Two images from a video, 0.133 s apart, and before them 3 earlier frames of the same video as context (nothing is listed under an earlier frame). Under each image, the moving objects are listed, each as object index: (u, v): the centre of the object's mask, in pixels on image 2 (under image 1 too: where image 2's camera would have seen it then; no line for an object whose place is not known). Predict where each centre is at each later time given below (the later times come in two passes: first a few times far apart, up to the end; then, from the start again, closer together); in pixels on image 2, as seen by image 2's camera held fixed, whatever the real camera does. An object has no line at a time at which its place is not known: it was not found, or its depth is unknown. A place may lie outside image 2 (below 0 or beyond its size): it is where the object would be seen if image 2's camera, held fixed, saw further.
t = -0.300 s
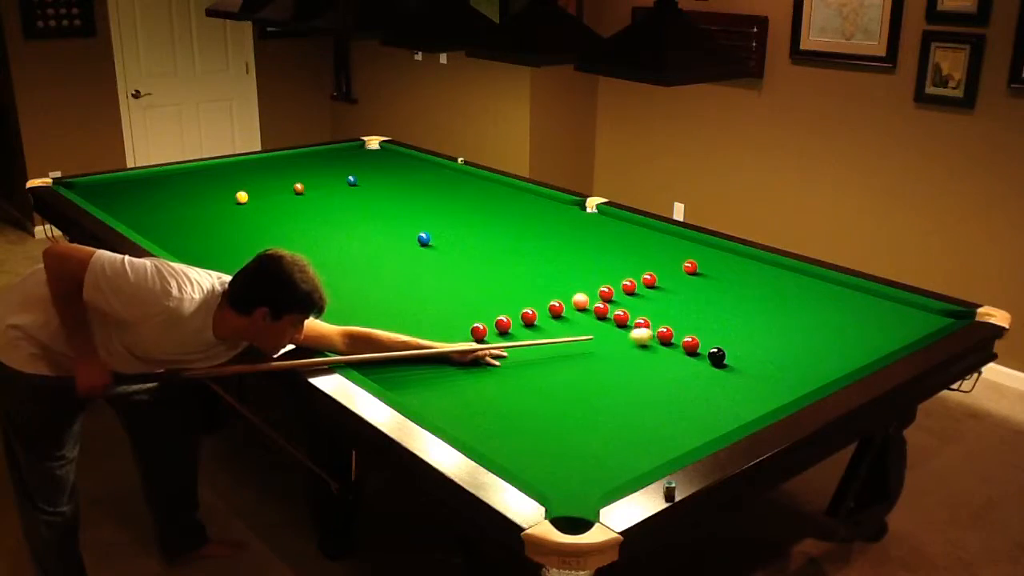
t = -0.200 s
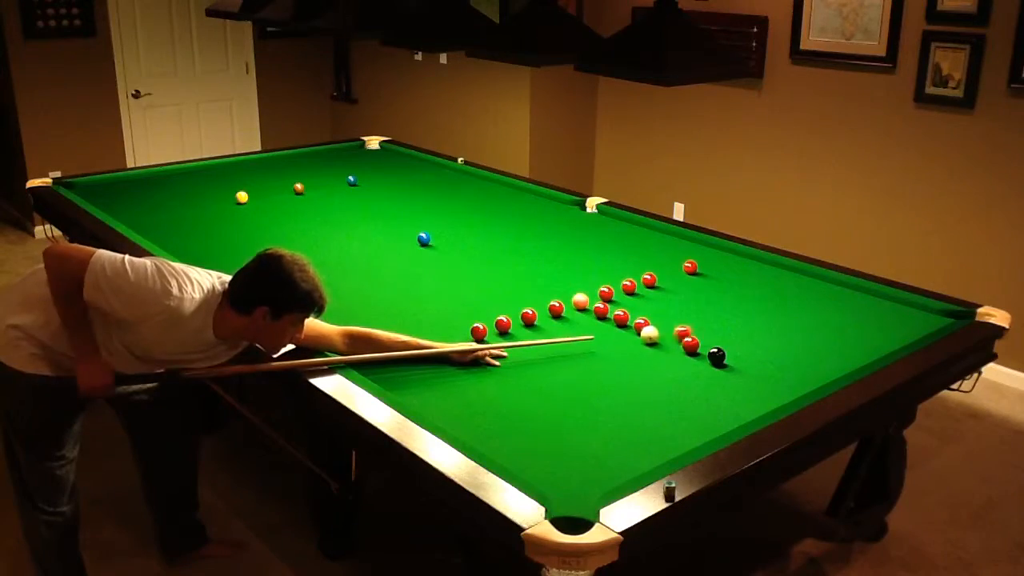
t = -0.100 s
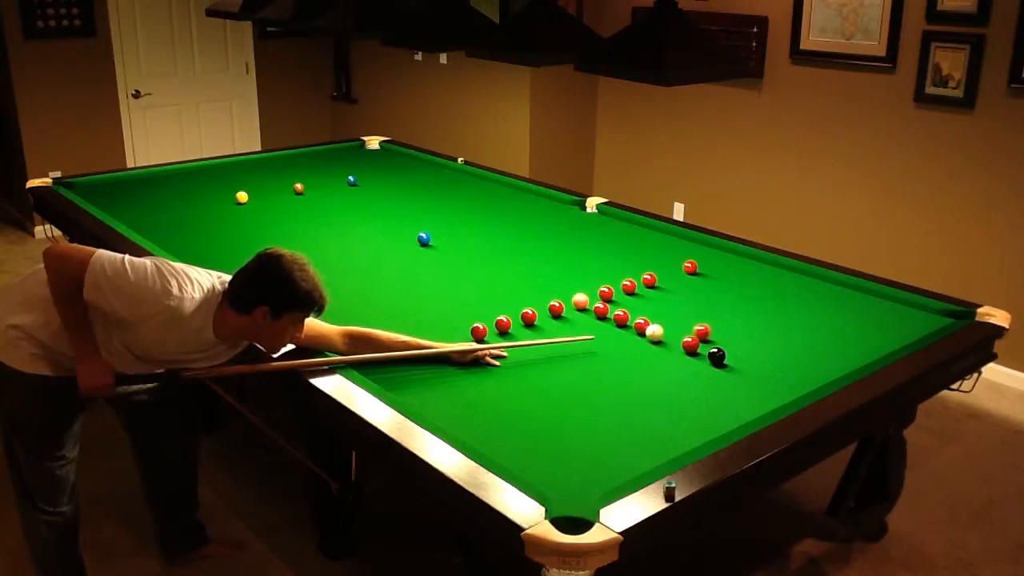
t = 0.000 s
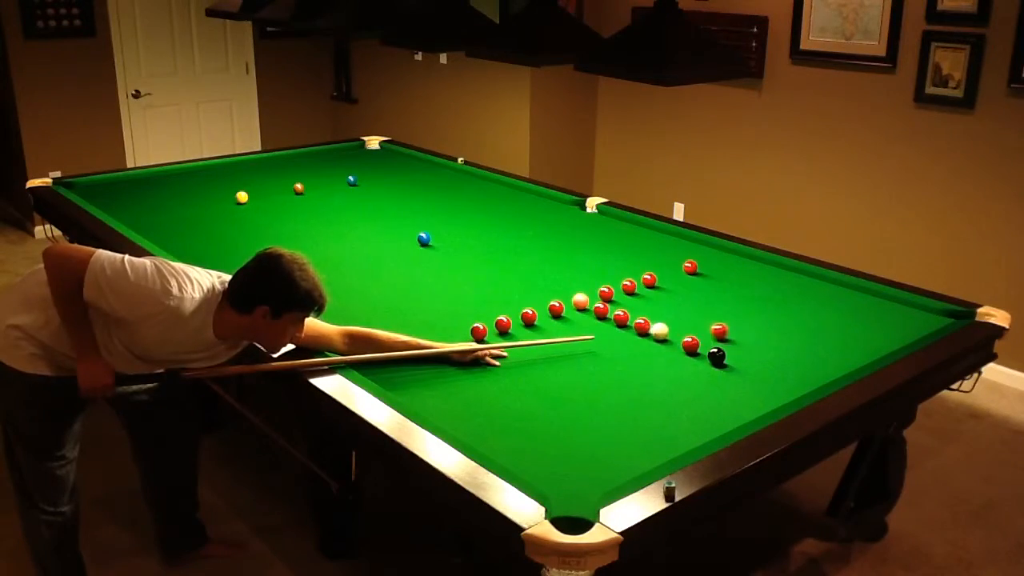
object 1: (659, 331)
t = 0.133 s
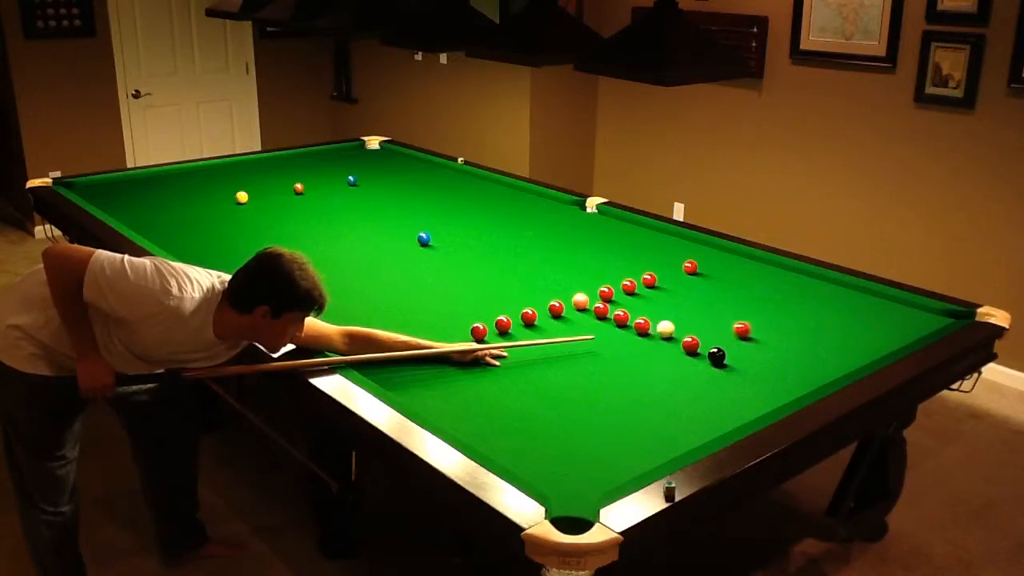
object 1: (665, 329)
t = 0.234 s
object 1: (670, 328)
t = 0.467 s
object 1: (679, 325)
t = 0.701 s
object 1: (687, 322)
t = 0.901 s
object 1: (692, 320)
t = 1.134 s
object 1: (698, 318)
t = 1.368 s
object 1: (702, 317)
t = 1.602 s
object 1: (705, 316)
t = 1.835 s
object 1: (708, 315)
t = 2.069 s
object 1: (709, 315)
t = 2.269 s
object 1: (709, 314)
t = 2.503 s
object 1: (709, 314)
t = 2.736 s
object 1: (709, 314)
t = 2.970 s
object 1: (709, 314)
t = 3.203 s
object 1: (709, 314)
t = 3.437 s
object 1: (708, 314)
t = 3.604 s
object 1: (709, 314)
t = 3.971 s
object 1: (706, 312)
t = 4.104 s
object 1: (709, 314)
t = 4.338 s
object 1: (709, 314)
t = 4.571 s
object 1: (709, 314)
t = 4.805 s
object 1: (709, 314)
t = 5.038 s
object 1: (709, 314)
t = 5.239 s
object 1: (709, 314)
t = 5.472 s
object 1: (709, 315)
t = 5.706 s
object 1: (709, 315)
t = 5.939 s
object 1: (709, 314)
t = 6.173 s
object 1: (709, 314)
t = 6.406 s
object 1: (709, 314)
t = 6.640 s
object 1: (709, 314)
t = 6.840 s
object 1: (709, 314)
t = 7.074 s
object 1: (709, 314)
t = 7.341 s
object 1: (709, 314)
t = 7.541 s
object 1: (709, 314)
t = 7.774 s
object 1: (709, 314)
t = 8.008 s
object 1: (709, 314)
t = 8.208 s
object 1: (709, 315)
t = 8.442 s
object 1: (709, 315)
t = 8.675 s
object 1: (709, 314)
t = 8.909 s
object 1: (709, 314)
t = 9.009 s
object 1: (709, 314)
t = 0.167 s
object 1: (667, 329)
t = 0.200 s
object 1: (669, 328)
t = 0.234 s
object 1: (670, 328)
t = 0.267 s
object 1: (671, 327)
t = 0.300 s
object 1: (673, 327)
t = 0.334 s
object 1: (674, 326)
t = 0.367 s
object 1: (675, 326)
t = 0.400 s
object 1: (676, 325)
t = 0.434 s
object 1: (678, 325)
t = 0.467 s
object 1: (679, 325)
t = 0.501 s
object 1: (680, 324)
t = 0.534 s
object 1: (681, 324)
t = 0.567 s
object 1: (682, 323)
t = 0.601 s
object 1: (683, 323)
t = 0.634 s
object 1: (684, 323)
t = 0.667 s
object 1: (686, 322)
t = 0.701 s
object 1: (687, 322)
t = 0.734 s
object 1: (688, 322)
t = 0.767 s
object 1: (689, 322)
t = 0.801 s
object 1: (690, 321)
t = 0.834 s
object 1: (691, 321)
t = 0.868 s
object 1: (691, 320)
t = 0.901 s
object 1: (692, 320)
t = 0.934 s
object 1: (693, 320)
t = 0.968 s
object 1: (694, 320)
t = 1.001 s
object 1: (695, 319)
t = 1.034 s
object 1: (695, 319)
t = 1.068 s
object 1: (696, 319)
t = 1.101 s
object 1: (697, 319)
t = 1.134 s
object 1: (698, 318)
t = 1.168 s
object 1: (698, 318)
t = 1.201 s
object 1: (699, 318)
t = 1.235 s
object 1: (700, 318)
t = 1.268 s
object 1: (700, 318)
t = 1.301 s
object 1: (701, 317)
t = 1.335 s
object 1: (701, 317)
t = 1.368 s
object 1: (702, 317)
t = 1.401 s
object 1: (703, 317)
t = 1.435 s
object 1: (703, 316)
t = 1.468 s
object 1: (703, 316)
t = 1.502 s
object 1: (704, 316)
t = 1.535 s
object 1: (705, 316)
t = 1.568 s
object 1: (705, 316)
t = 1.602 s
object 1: (705, 316)
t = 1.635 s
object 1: (706, 316)
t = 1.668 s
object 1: (706, 315)
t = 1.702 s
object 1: (707, 315)
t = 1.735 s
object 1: (707, 315)
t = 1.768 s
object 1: (707, 315)
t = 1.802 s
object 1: (707, 315)
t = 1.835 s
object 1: (708, 315)
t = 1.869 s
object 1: (708, 315)
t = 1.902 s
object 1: (708, 315)
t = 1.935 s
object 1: (708, 315)
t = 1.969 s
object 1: (709, 315)
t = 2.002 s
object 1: (709, 315)
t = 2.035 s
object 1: (709, 315)
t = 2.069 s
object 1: (709, 315)
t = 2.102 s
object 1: (709, 315)
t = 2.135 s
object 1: (709, 315)
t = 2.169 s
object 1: (709, 315)
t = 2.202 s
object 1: (709, 315)
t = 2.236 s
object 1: (709, 315)
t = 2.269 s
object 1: (709, 314)
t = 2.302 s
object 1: (709, 314)
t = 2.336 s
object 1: (709, 314)
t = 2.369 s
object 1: (709, 314)
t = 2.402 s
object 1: (709, 314)
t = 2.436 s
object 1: (709, 314)
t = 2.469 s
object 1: (709, 314)
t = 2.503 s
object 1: (709, 314)
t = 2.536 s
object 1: (709, 314)
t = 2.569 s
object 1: (709, 314)
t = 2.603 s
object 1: (709, 314)
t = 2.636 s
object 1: (709, 314)
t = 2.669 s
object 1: (709, 314)
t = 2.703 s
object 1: (709, 314)
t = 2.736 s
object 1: (709, 314)
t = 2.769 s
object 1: (709, 314)
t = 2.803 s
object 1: (709, 314)
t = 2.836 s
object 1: (709, 314)
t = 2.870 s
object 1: (709, 314)
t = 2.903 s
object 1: (709, 314)
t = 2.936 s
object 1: (709, 314)
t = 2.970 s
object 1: (709, 314)
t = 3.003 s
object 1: (709, 314)
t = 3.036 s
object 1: (709, 314)
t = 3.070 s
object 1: (709, 314)
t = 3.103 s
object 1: (709, 314)
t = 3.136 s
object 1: (709, 314)
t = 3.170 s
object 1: (709, 314)
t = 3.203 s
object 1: (709, 314)
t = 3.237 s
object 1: (709, 314)
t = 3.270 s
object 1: (709, 314)
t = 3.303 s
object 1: (709, 314)
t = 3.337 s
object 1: (709, 314)
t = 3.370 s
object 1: (709, 314)
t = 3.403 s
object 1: (709, 315)
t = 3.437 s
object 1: (708, 314)
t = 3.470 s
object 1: (709, 314)
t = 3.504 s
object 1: (709, 314)
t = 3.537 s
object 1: (709, 314)
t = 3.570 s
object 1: (709, 314)
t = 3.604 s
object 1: (709, 314)
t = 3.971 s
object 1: (706, 312)
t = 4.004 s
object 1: (709, 314)
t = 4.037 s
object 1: (709, 314)
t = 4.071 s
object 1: (709, 314)
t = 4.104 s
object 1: (709, 314)
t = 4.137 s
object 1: (709, 314)
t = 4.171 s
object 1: (709, 314)
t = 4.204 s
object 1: (709, 314)
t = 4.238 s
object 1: (709, 314)
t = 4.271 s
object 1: (709, 314)
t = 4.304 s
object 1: (709, 314)
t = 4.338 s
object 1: (709, 314)
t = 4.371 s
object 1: (709, 314)
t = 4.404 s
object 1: (709, 314)
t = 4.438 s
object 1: (709, 314)
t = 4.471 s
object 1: (709, 314)
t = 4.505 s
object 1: (709, 314)
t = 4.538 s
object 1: (709, 314)
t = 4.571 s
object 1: (709, 314)
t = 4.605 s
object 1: (709, 314)
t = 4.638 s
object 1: (709, 314)
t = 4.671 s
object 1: (709, 314)
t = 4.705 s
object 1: (709, 314)
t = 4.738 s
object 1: (709, 314)
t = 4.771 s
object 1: (709, 314)
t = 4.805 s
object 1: (709, 314)
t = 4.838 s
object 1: (709, 314)
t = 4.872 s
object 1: (709, 314)
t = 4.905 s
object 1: (709, 314)
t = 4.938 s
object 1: (709, 314)
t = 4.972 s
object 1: (709, 314)
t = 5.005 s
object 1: (709, 314)
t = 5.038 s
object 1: (709, 314)
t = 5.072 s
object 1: (709, 314)
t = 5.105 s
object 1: (709, 314)
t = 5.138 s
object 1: (709, 314)
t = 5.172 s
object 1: (709, 314)
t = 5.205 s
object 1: (709, 314)
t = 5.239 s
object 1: (709, 314)
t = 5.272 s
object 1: (709, 314)
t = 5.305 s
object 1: (709, 314)
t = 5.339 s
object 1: (709, 315)
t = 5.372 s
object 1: (709, 315)
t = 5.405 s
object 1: (709, 315)
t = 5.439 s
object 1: (709, 315)
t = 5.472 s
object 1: (709, 315)
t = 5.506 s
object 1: (709, 315)
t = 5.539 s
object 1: (709, 315)
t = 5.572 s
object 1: (709, 315)
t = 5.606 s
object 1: (709, 315)
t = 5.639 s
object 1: (709, 315)
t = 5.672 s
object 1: (709, 315)
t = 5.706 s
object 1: (709, 315)
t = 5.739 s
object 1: (709, 315)
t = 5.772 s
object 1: (709, 315)
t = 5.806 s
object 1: (709, 315)
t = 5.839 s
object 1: (709, 315)
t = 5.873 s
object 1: (709, 314)
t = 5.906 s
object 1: (709, 314)
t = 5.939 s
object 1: (709, 314)
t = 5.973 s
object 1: (709, 314)
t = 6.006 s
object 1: (709, 314)
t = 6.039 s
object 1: (709, 314)
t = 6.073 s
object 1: (709, 314)
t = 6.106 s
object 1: (709, 314)
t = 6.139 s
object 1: (709, 314)
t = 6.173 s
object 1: (709, 314)
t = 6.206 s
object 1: (709, 314)
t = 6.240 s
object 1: (709, 314)
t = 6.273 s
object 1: (709, 314)
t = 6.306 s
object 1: (709, 314)
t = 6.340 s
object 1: (709, 314)
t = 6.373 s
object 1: (709, 314)
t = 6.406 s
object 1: (709, 314)
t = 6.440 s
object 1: (709, 314)
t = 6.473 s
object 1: (709, 314)
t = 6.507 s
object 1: (709, 314)
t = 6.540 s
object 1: (709, 314)
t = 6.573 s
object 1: (709, 314)
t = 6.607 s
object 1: (709, 314)
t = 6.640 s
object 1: (709, 314)
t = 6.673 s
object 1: (709, 314)
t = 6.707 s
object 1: (709, 314)
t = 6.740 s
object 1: (709, 314)
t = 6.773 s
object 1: (709, 314)
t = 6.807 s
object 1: (709, 314)
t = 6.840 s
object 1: (709, 314)
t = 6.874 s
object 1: (709, 314)
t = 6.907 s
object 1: (709, 314)
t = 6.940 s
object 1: (709, 314)
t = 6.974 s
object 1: (709, 314)
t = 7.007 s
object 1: (709, 314)
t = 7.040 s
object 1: (709, 314)
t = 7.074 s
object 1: (709, 314)
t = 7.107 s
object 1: (709, 314)
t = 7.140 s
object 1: (709, 314)
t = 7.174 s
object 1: (709, 314)
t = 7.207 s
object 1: (709, 314)
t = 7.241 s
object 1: (709, 314)
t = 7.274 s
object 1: (709, 314)
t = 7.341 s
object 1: (709, 314)
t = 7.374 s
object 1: (709, 314)
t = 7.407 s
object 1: (709, 314)
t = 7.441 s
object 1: (709, 314)
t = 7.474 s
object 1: (709, 314)
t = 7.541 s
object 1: (709, 314)
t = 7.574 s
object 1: (709, 314)
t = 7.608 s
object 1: (709, 314)
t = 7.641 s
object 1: (709, 314)
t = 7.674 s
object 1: (709, 314)
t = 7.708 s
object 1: (709, 314)
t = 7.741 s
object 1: (709, 314)
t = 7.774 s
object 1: (709, 314)
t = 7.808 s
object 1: (709, 314)
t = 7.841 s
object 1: (709, 314)
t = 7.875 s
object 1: (709, 314)
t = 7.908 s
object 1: (709, 314)
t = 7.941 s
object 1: (709, 314)
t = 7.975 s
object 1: (709, 314)
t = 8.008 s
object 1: (709, 314)
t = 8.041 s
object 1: (709, 314)
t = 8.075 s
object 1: (709, 315)
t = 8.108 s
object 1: (709, 315)
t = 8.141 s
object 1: (709, 315)
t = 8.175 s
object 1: (709, 315)
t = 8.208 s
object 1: (709, 315)
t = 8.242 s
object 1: (709, 315)
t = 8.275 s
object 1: (709, 315)
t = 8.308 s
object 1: (709, 315)
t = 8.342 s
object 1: (709, 315)
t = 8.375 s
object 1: (709, 315)
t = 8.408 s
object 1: (709, 315)
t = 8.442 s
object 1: (709, 315)
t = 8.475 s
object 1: (709, 315)
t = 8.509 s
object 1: (709, 315)
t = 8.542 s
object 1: (709, 314)
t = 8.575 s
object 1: (709, 314)
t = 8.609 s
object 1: (709, 314)
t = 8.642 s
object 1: (709, 314)
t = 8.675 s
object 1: (709, 314)
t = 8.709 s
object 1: (709, 314)
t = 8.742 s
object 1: (709, 314)
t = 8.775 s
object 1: (709, 314)
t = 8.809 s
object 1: (709, 314)
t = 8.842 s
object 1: (709, 314)
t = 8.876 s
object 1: (709, 314)
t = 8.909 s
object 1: (709, 314)
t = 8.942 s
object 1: (709, 314)
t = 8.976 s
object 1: (709, 314)
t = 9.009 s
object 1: (709, 314)
